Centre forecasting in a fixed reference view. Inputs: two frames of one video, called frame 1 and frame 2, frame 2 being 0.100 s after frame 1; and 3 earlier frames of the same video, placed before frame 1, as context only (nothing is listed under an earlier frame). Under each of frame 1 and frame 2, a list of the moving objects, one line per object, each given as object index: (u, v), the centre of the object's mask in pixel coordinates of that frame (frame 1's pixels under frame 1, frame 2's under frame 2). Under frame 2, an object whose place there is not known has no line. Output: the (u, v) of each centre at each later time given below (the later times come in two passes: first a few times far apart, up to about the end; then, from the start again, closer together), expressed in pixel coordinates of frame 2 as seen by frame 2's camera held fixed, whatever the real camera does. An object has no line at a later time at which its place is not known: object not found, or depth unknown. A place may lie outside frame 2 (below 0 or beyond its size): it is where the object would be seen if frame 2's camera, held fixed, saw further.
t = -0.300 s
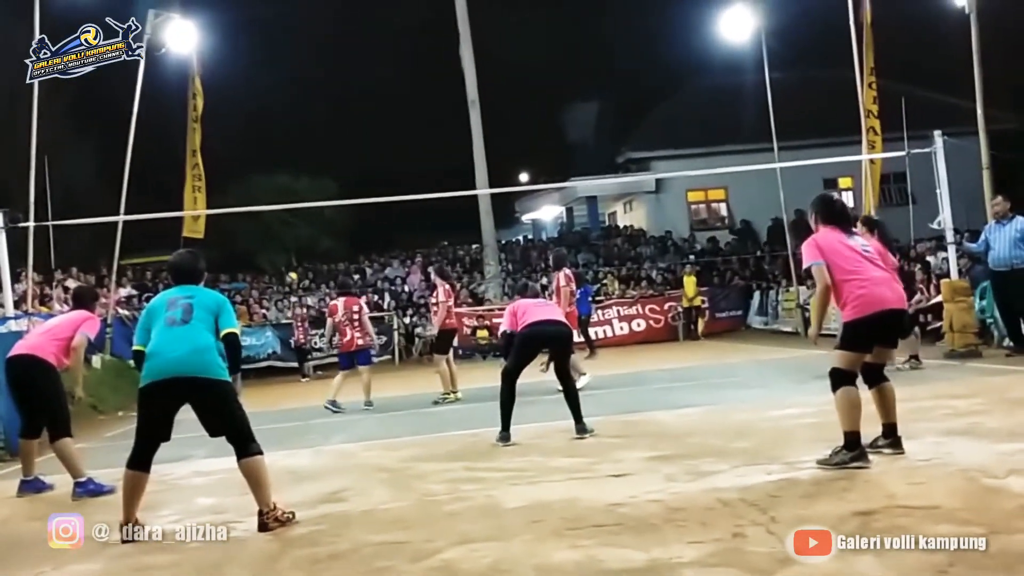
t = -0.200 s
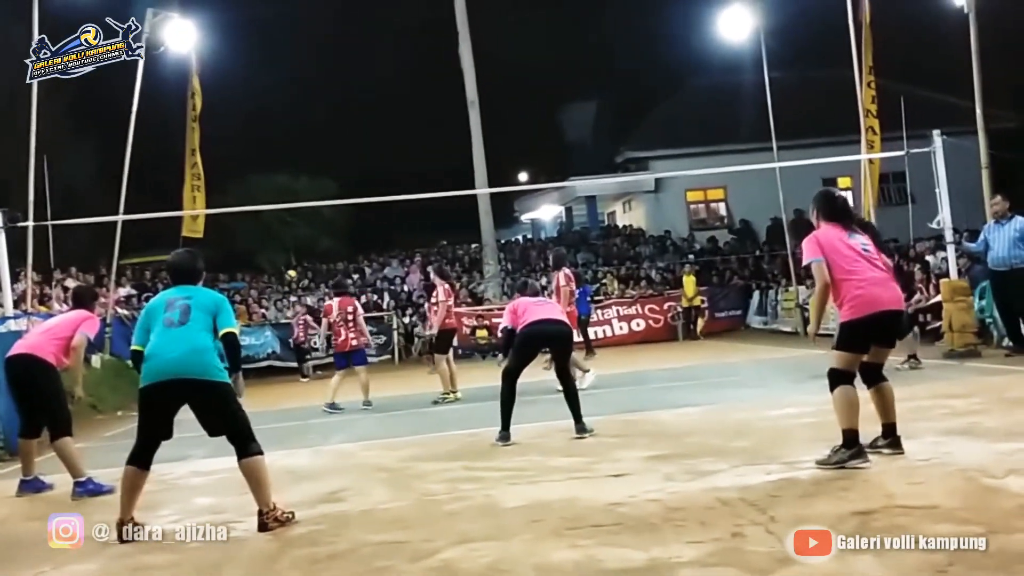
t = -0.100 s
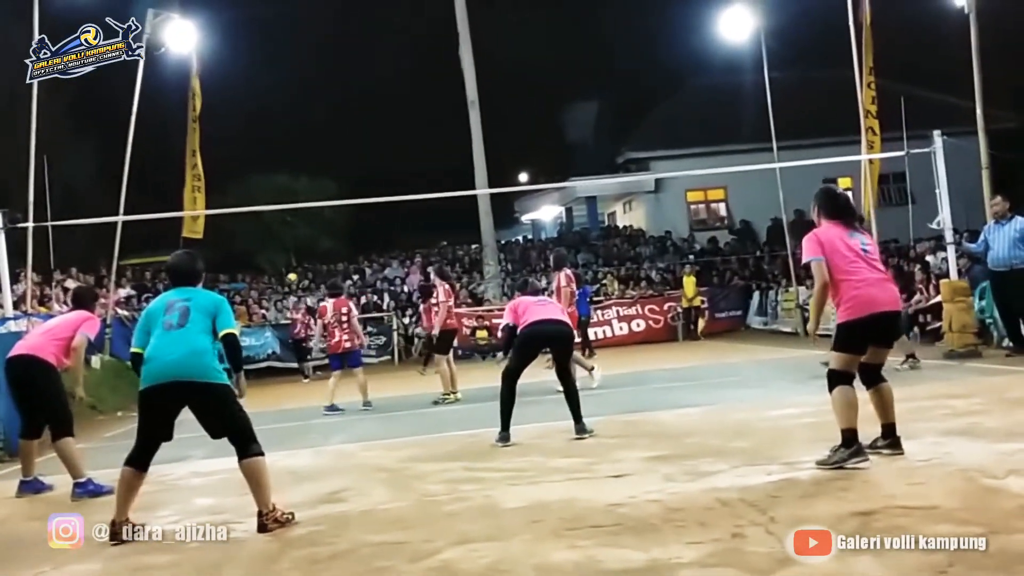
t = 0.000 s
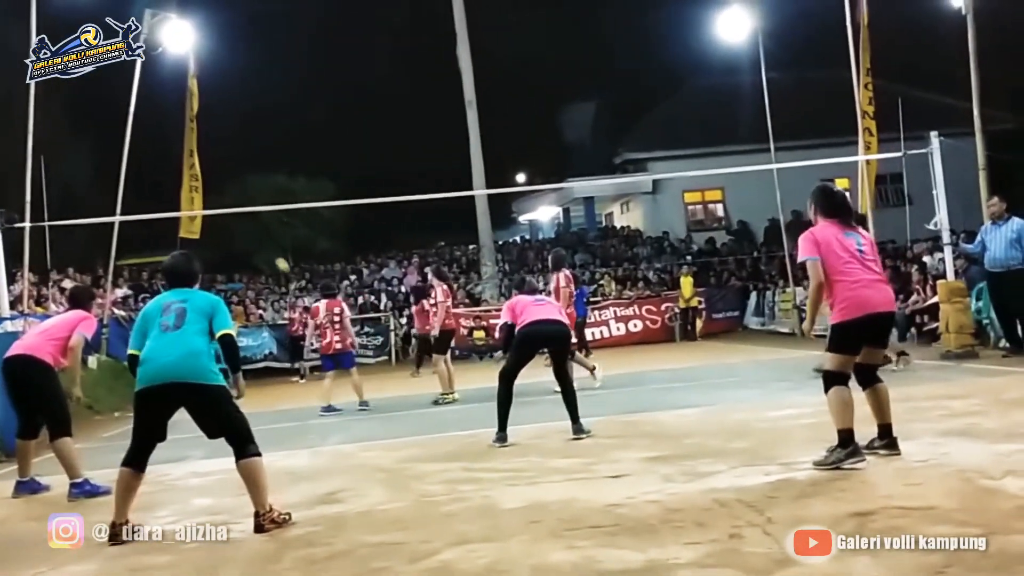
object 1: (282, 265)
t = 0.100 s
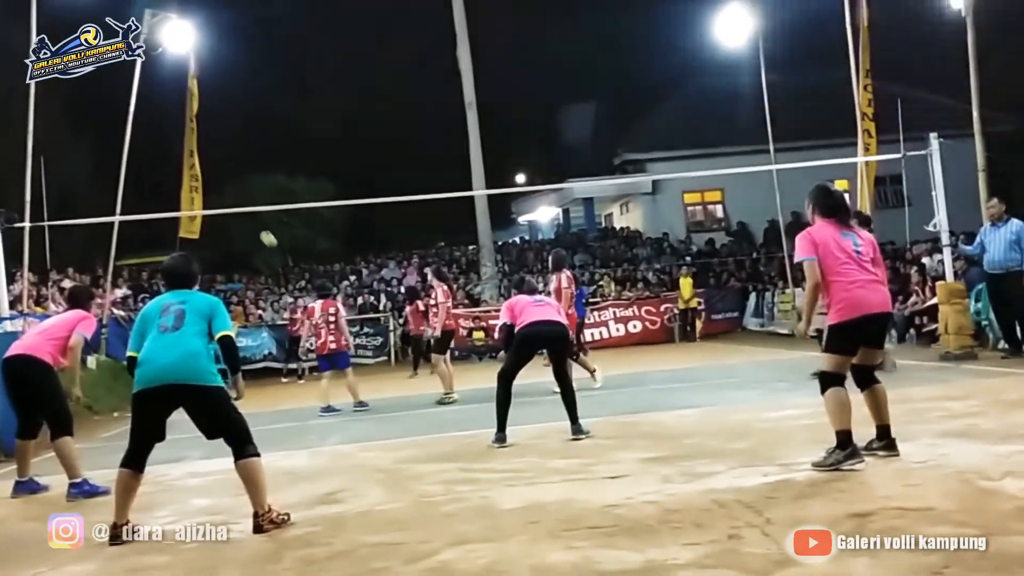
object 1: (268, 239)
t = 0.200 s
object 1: (254, 214)
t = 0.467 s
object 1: (205, 170)
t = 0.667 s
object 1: (158, 170)
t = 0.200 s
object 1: (254, 214)
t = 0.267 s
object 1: (242, 199)
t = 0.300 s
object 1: (236, 193)
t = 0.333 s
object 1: (230, 187)
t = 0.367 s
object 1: (224, 182)
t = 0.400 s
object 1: (218, 178)
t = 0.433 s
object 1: (211, 174)
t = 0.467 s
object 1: (205, 170)
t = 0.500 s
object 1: (199, 167)
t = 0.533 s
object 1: (190, 164)
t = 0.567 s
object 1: (182, 164)
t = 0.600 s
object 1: (176, 166)
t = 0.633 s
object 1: (167, 167)
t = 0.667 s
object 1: (158, 170)
